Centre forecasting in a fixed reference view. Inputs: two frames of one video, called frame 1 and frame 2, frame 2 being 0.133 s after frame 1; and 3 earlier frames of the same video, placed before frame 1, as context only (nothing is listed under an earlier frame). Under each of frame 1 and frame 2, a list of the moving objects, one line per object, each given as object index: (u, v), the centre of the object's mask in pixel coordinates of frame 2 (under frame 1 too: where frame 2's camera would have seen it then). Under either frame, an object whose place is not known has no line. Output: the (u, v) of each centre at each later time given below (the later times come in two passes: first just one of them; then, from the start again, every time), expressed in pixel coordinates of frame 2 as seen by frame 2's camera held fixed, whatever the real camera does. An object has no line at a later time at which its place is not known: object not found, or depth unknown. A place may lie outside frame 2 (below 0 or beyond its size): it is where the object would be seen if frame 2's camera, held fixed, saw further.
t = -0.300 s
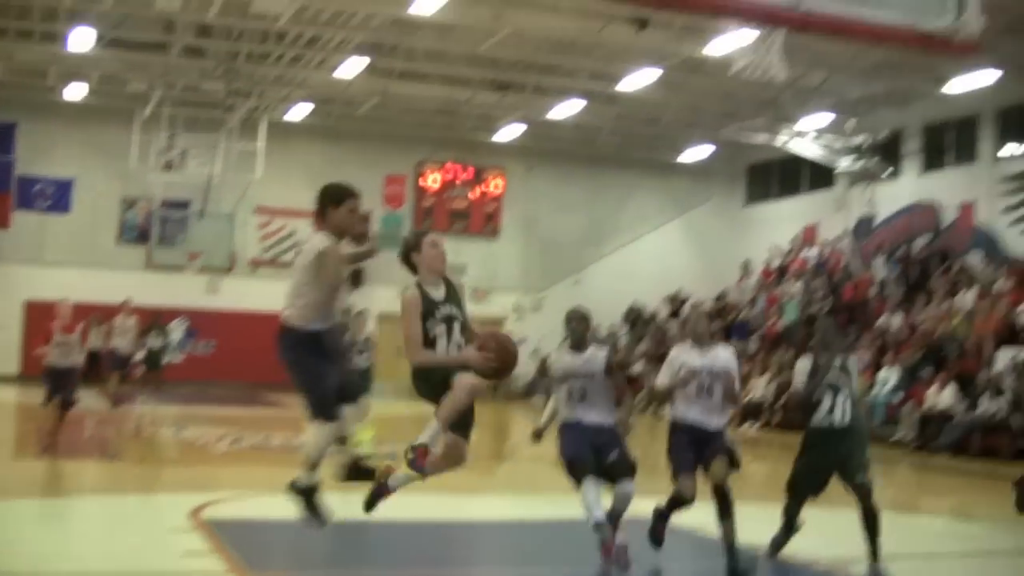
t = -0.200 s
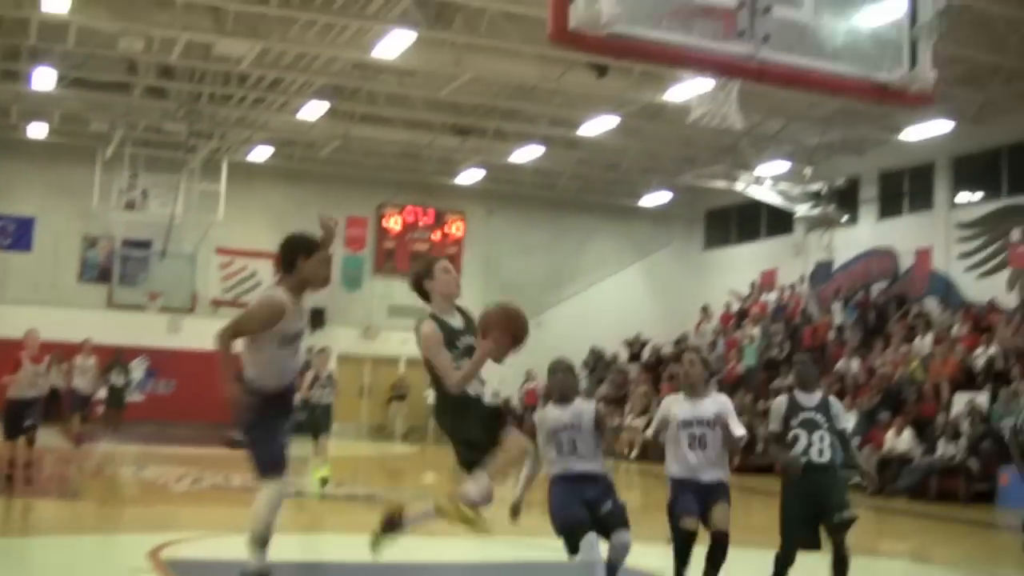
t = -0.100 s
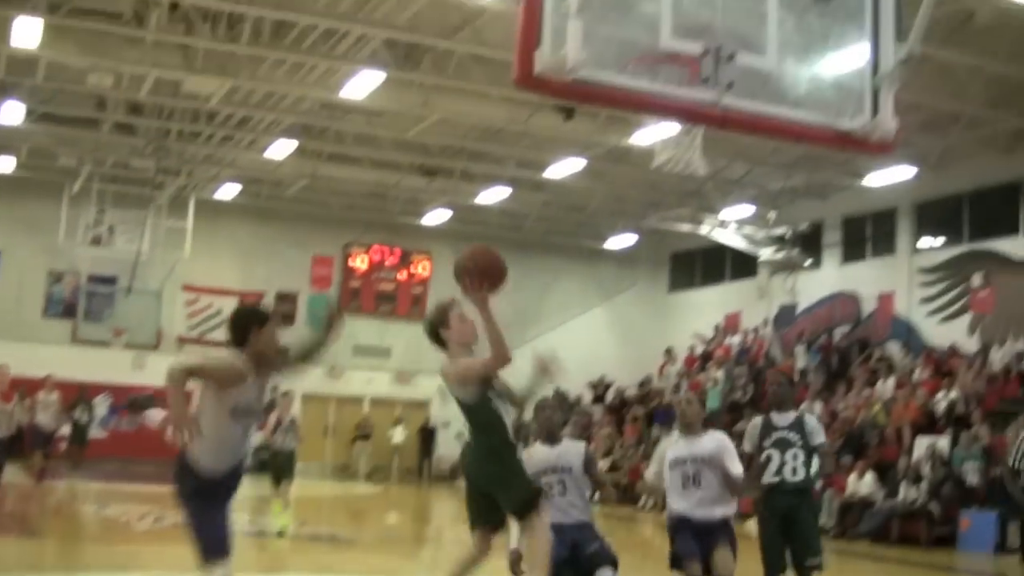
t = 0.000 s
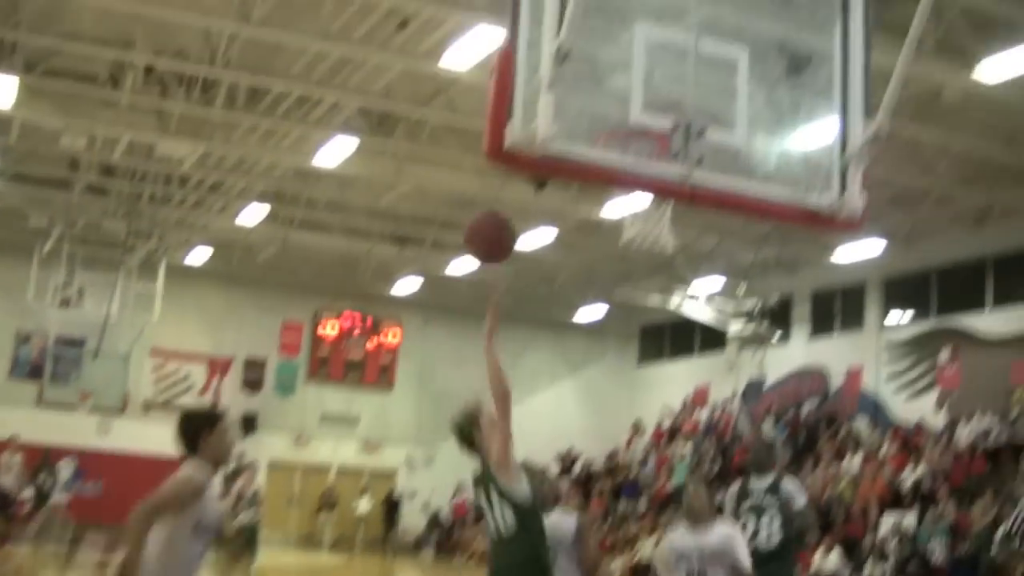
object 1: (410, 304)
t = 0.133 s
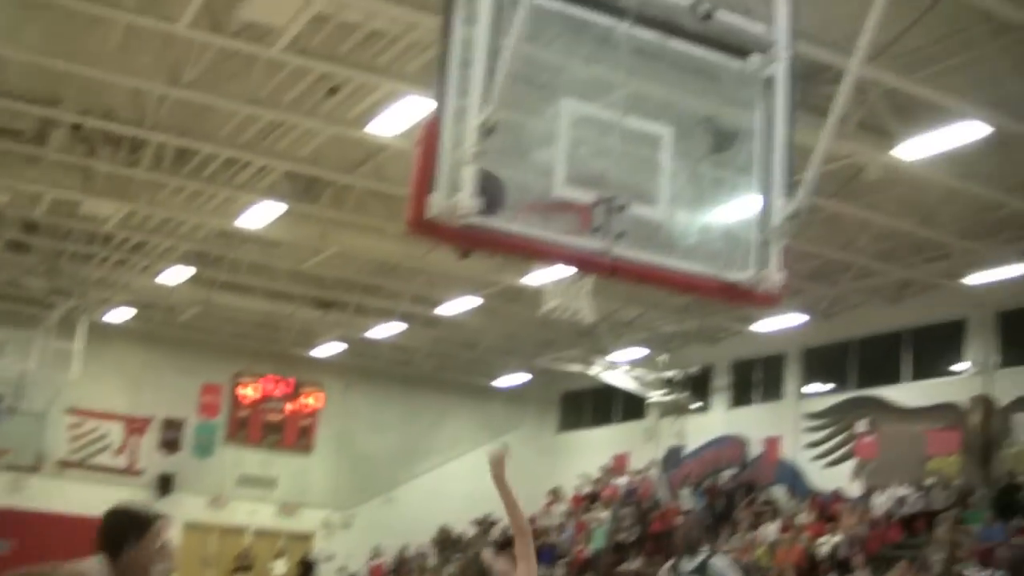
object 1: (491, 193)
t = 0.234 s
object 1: (507, 163)
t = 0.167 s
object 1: (496, 176)
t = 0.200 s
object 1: (501, 170)
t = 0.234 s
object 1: (507, 163)
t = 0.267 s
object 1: (510, 162)
